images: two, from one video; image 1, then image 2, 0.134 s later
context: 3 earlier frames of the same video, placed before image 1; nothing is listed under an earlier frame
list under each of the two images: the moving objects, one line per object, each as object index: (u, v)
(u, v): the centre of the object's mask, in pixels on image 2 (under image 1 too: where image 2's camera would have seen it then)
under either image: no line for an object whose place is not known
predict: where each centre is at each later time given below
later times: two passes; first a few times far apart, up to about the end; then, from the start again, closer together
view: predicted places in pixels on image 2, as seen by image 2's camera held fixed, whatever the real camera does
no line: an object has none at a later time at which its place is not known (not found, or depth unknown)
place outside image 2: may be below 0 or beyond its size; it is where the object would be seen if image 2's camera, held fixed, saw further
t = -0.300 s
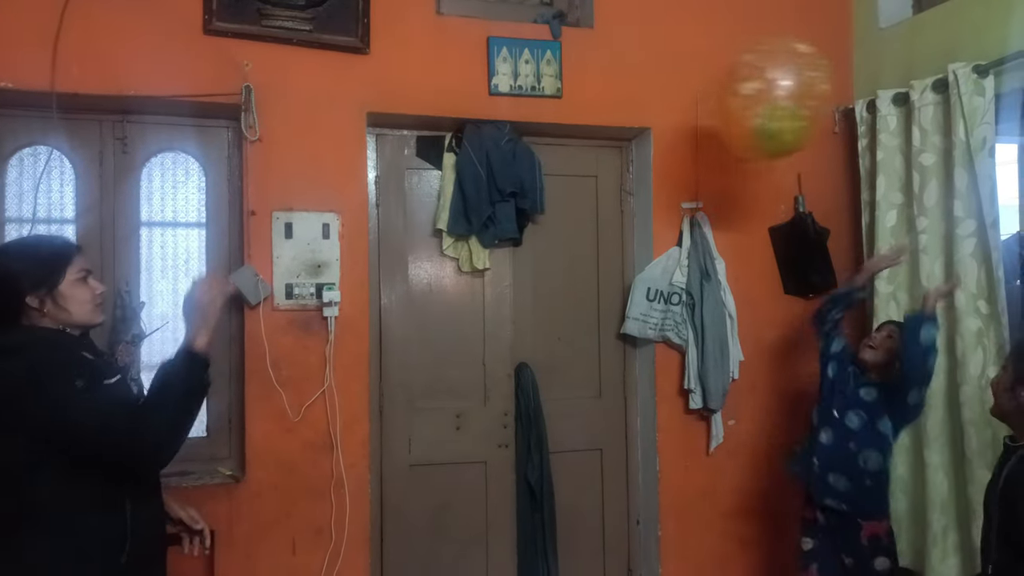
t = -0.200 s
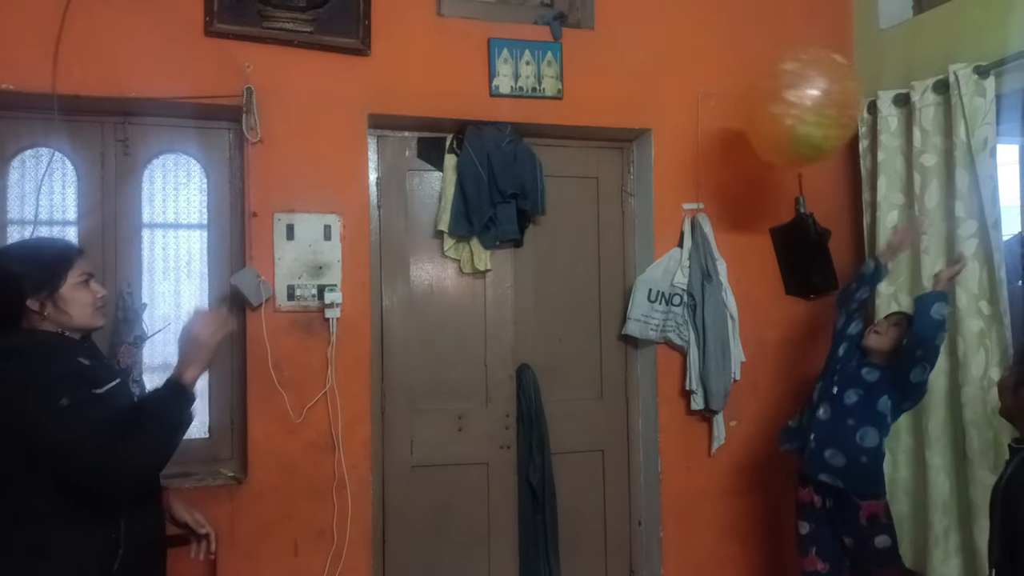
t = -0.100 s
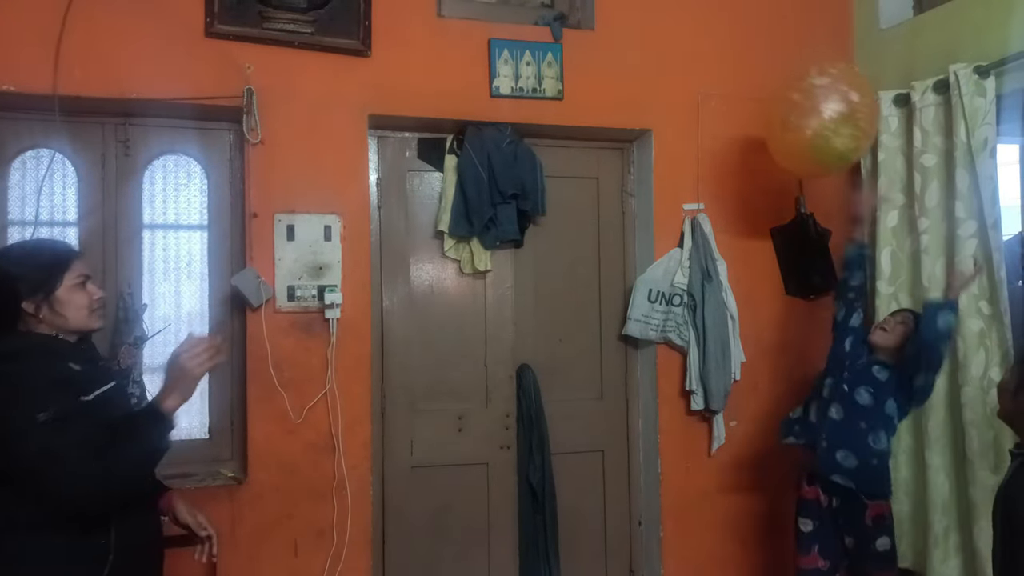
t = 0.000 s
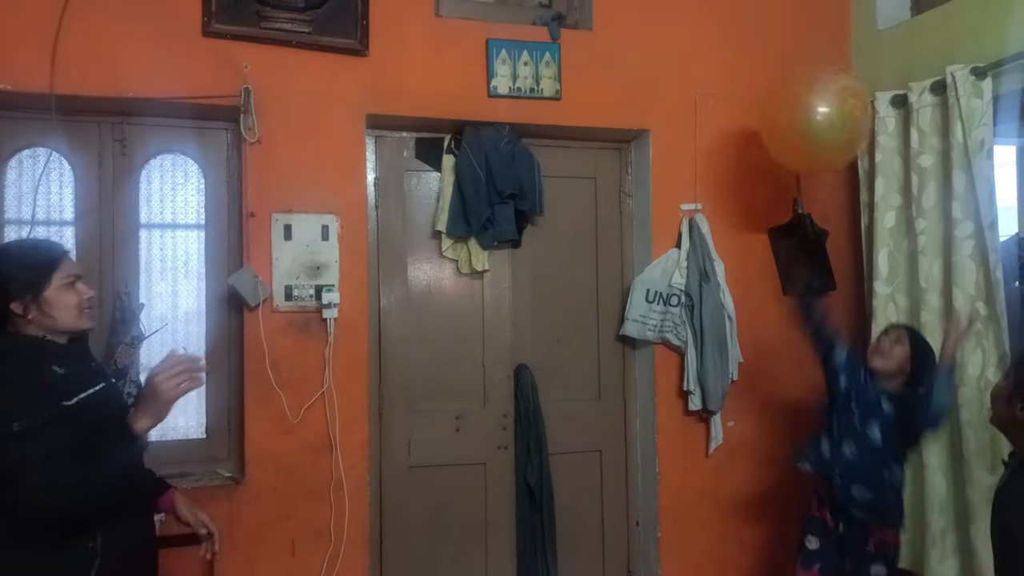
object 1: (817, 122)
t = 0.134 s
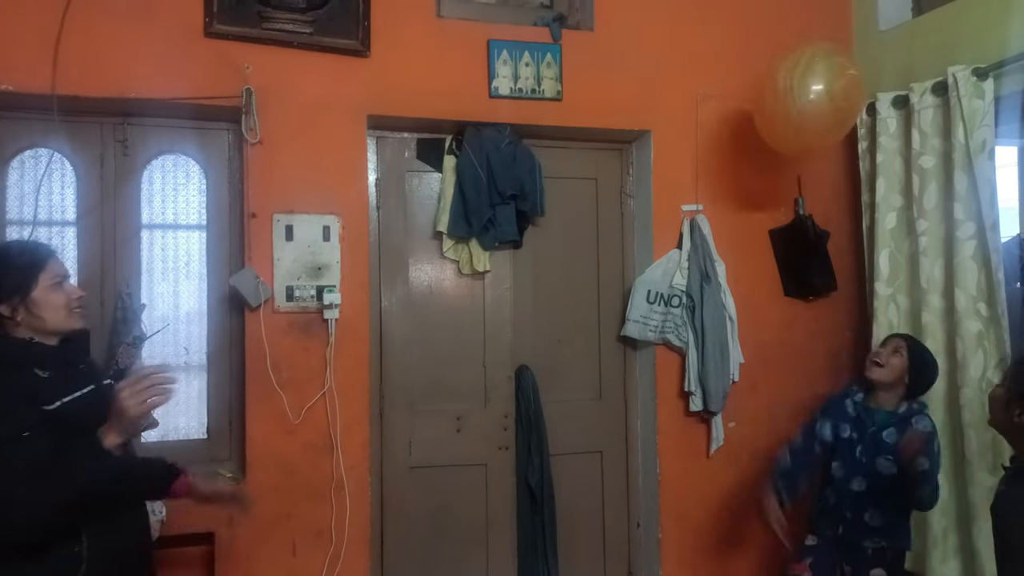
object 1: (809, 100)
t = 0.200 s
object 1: (809, 93)
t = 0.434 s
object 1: (831, 81)
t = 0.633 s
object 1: (851, 92)
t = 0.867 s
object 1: (866, 115)
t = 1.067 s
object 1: (879, 148)
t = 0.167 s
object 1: (810, 96)
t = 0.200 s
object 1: (809, 93)
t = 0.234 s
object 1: (812, 90)
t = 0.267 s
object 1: (813, 88)
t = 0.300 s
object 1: (816, 87)
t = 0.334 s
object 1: (819, 85)
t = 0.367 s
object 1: (822, 83)
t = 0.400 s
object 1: (826, 82)
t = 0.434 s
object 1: (831, 81)
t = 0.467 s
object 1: (833, 83)
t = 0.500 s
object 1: (836, 81)
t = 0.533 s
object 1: (839, 83)
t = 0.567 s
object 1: (843, 84)
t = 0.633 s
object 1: (851, 92)
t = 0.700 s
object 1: (854, 96)
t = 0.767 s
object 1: (858, 102)
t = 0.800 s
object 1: (858, 104)
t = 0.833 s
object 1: (861, 109)
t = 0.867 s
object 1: (866, 115)
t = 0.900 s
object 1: (868, 121)
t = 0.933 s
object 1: (870, 126)
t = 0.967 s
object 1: (873, 131)
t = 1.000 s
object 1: (875, 137)
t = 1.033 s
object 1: (877, 142)
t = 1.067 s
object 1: (879, 148)
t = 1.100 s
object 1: (882, 156)
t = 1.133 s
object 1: (885, 164)
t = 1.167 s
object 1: (888, 171)
